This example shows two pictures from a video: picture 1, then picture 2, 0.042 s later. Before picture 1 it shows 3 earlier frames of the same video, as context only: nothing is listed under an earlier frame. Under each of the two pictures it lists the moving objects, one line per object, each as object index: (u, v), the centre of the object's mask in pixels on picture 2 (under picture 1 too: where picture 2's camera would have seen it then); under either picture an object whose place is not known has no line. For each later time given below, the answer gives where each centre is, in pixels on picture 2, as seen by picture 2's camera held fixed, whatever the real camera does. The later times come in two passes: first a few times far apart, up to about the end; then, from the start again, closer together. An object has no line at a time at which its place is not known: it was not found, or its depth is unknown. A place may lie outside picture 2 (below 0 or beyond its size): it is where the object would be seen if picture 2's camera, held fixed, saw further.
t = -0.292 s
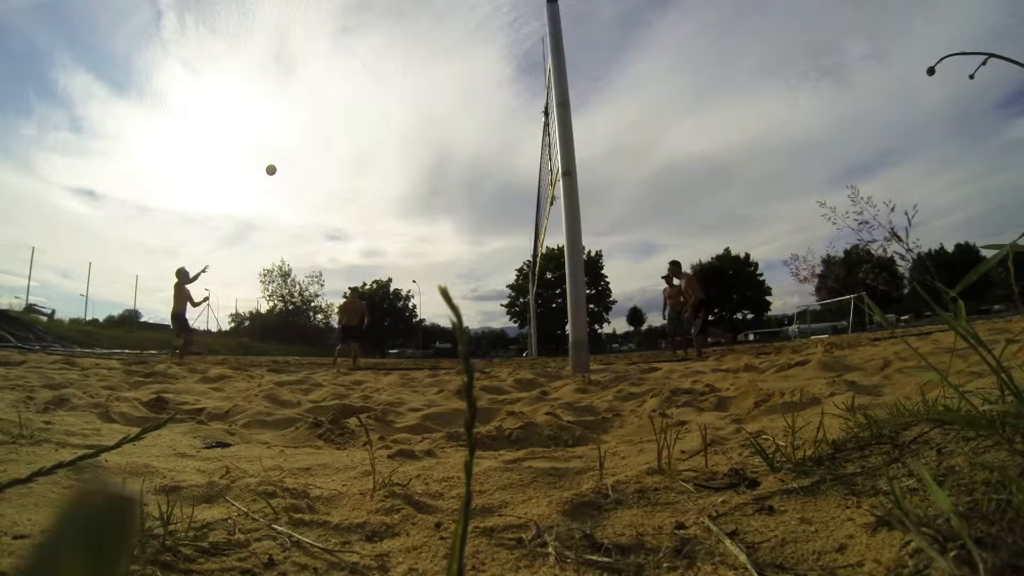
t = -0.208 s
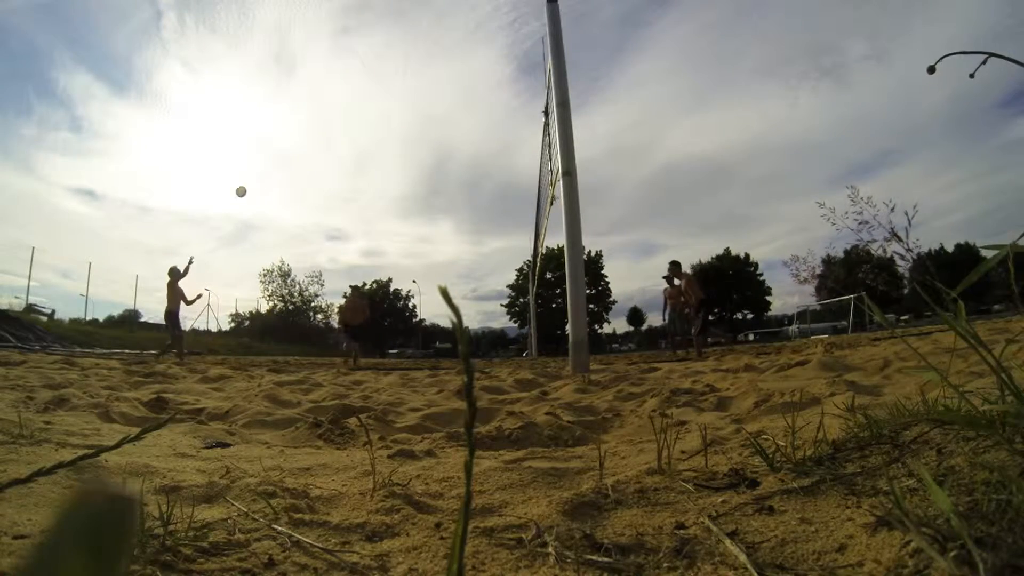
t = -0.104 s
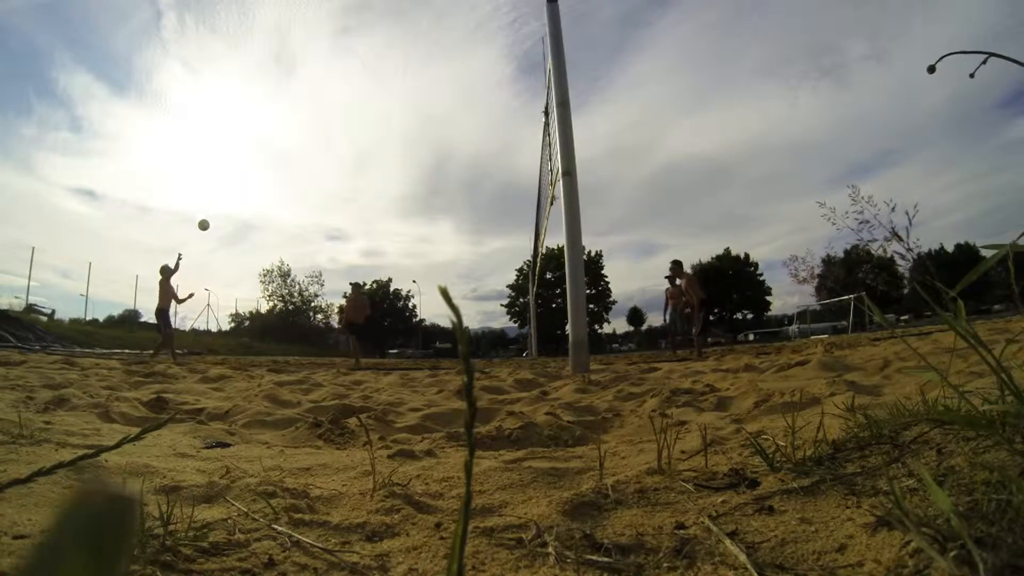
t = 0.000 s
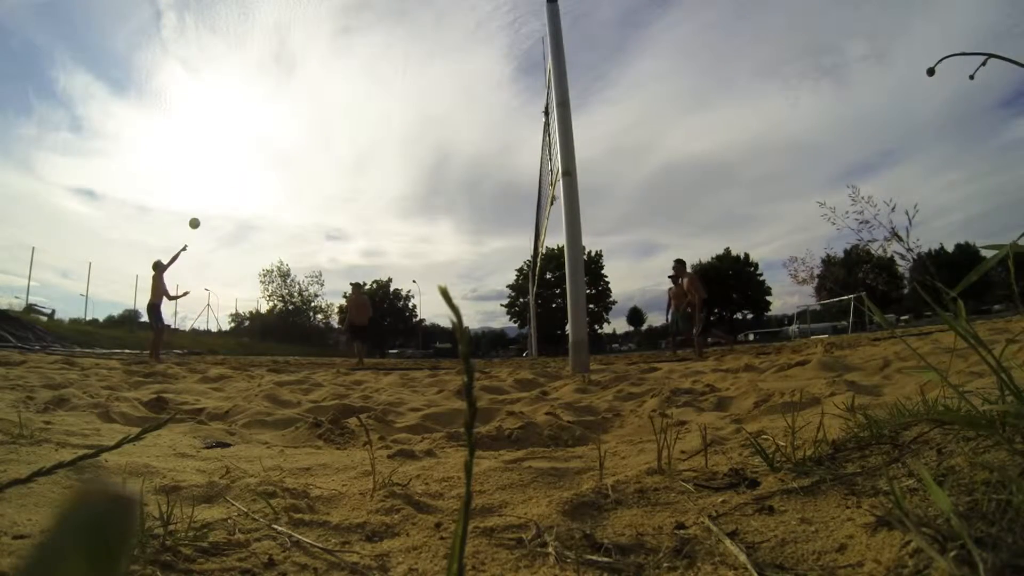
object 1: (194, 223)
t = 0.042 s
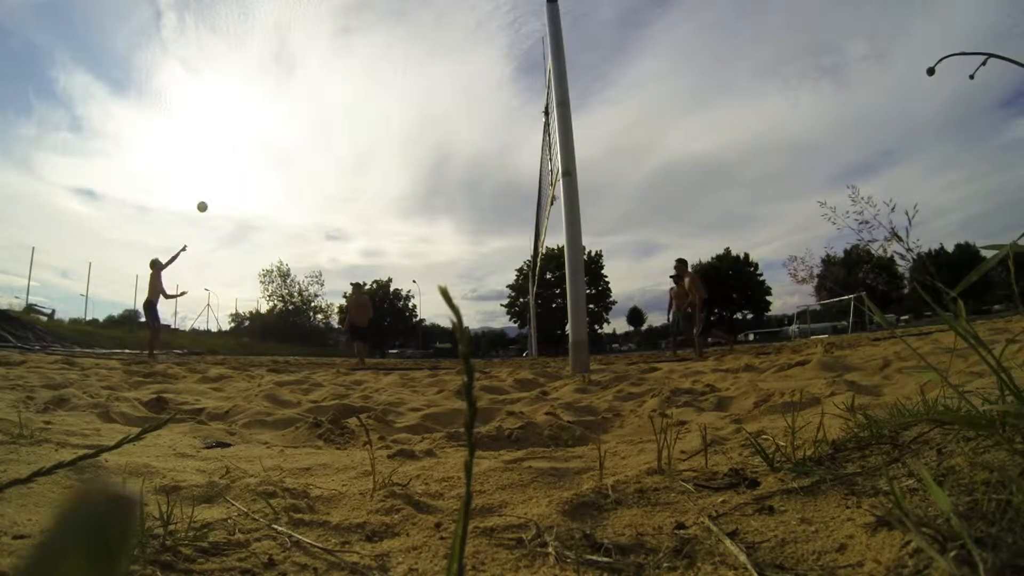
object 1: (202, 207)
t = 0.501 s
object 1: (267, 105)
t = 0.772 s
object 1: (290, 94)
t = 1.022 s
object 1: (304, 108)
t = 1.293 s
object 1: (316, 147)
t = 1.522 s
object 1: (324, 203)
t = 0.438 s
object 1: (261, 112)
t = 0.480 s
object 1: (265, 107)
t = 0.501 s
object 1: (267, 105)
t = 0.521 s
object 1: (269, 103)
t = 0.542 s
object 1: (271, 101)
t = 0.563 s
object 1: (273, 100)
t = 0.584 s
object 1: (275, 98)
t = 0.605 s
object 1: (277, 97)
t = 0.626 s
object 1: (279, 96)
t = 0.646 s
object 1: (281, 95)
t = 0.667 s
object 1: (282, 95)
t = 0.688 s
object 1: (284, 94)
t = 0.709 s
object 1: (285, 94)
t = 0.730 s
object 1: (287, 94)
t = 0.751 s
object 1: (289, 94)
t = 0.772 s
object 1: (290, 94)
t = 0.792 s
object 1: (291, 94)
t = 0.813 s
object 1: (293, 95)
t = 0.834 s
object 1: (294, 95)
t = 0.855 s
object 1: (295, 96)
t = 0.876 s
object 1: (297, 97)
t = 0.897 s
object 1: (298, 98)
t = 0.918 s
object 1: (299, 99)
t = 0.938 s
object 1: (300, 101)
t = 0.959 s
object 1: (301, 102)
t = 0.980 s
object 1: (302, 104)
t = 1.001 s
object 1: (303, 106)
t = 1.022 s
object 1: (304, 108)
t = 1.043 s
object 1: (305, 110)
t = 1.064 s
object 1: (306, 112)
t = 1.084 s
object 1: (307, 114)
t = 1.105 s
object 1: (308, 117)
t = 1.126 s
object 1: (309, 120)
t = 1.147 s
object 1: (310, 123)
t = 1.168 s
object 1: (311, 126)
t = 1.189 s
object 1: (312, 129)
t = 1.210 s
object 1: (313, 133)
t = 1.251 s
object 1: (314, 140)
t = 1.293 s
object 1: (316, 147)
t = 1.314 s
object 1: (317, 152)
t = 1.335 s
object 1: (317, 156)
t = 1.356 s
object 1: (318, 161)
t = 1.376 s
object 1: (319, 165)
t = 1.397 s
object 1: (320, 170)
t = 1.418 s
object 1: (320, 175)
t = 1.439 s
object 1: (321, 181)
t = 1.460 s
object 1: (322, 186)
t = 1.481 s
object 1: (323, 192)
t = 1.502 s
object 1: (324, 198)
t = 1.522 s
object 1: (324, 203)
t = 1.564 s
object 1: (326, 216)
